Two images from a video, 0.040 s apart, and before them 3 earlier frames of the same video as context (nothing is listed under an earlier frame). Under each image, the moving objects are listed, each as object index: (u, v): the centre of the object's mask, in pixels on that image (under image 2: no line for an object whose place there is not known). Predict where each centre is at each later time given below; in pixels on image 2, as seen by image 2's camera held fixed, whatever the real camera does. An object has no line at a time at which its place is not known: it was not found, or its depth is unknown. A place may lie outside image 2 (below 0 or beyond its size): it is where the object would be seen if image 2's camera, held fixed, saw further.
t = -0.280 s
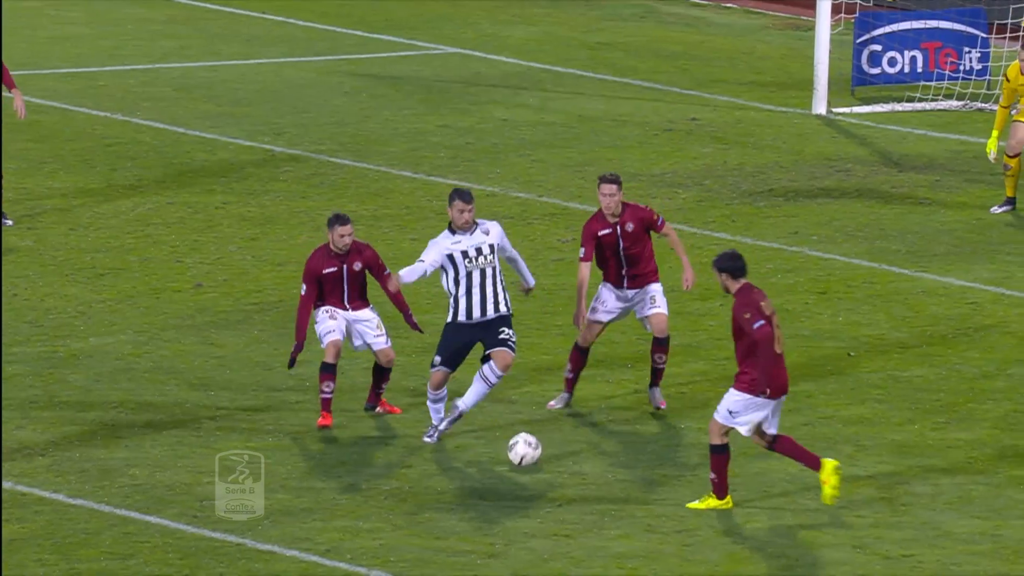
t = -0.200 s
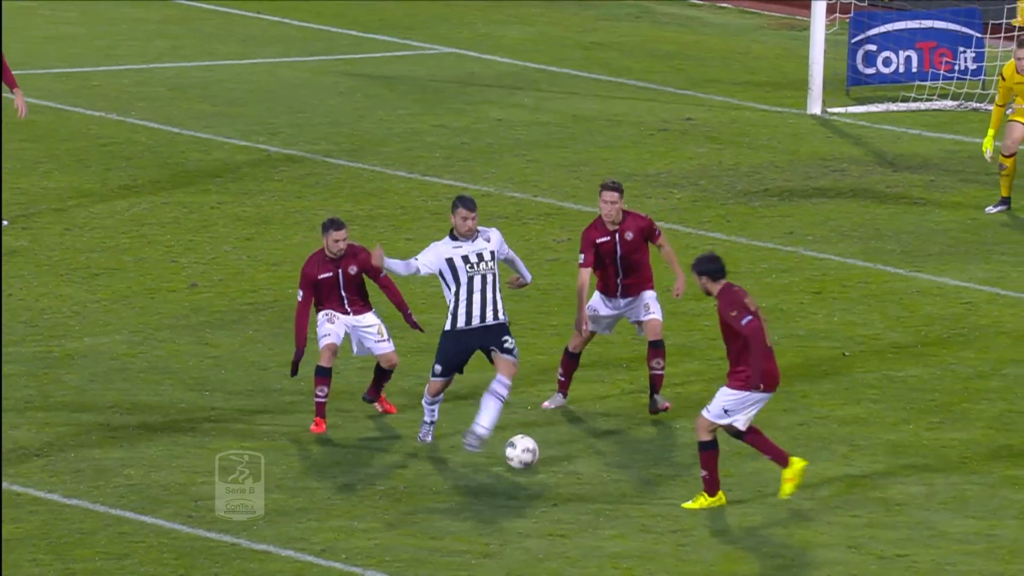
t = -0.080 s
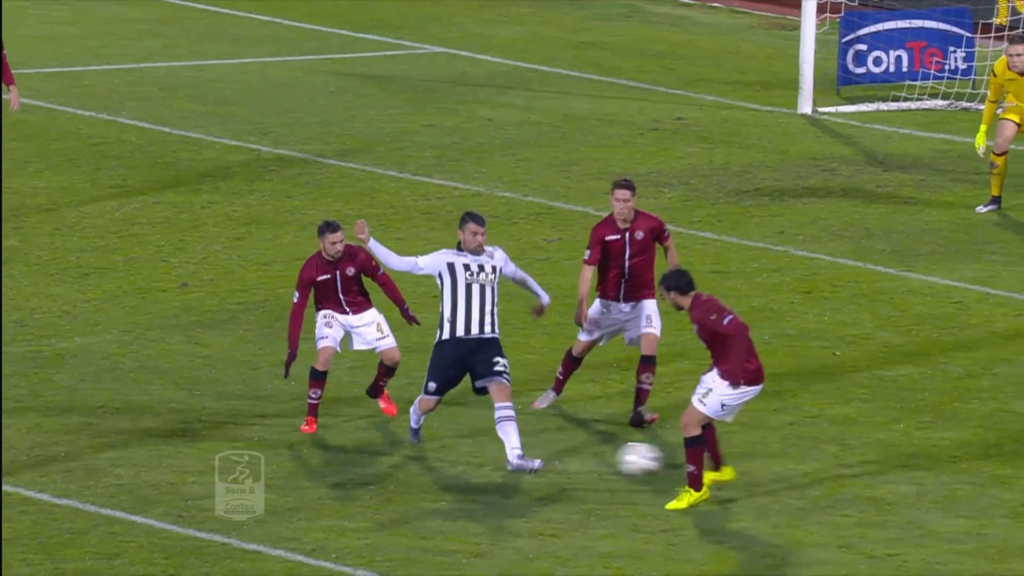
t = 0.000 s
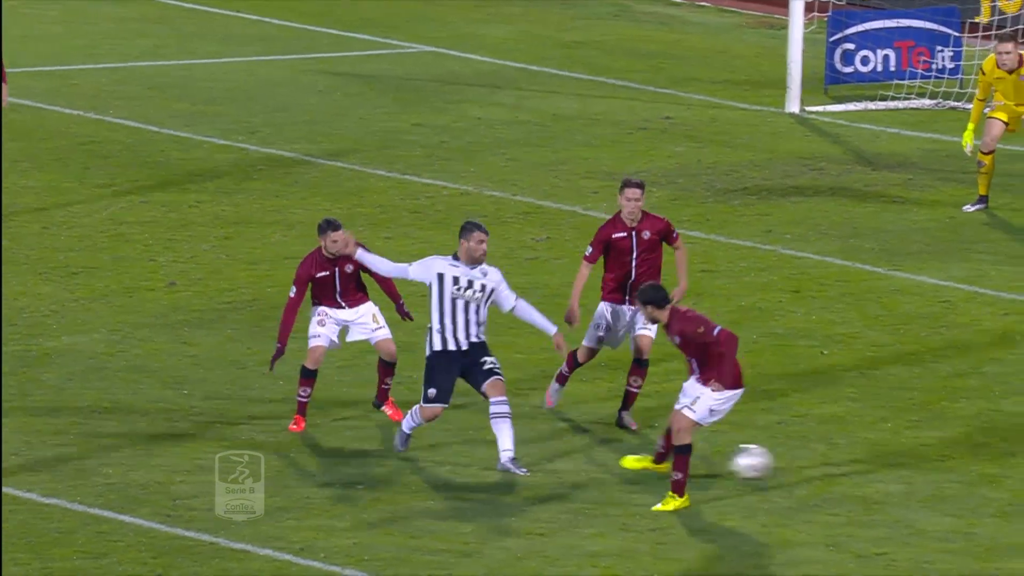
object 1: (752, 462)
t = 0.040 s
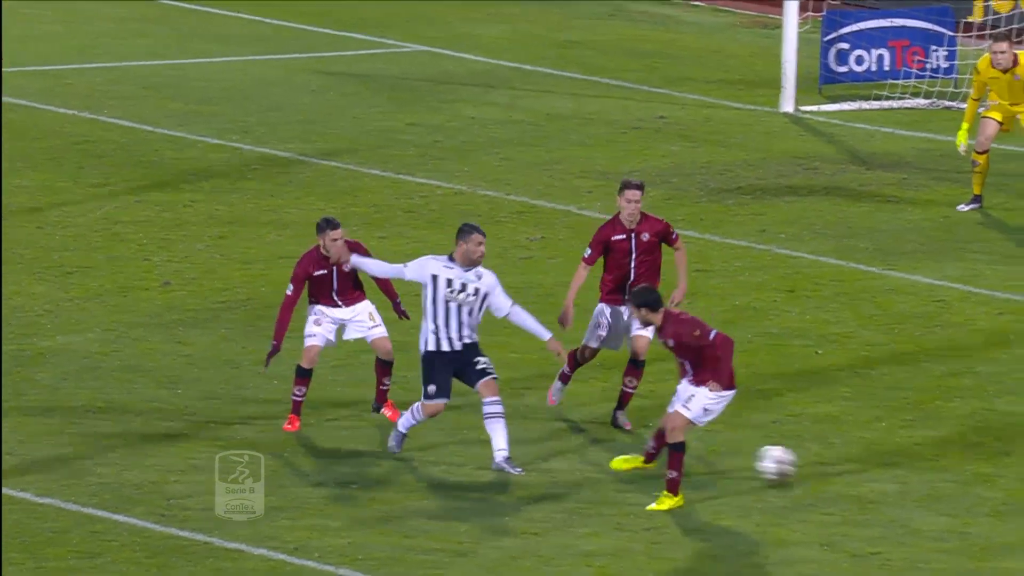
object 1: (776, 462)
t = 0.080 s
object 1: (837, 468)
